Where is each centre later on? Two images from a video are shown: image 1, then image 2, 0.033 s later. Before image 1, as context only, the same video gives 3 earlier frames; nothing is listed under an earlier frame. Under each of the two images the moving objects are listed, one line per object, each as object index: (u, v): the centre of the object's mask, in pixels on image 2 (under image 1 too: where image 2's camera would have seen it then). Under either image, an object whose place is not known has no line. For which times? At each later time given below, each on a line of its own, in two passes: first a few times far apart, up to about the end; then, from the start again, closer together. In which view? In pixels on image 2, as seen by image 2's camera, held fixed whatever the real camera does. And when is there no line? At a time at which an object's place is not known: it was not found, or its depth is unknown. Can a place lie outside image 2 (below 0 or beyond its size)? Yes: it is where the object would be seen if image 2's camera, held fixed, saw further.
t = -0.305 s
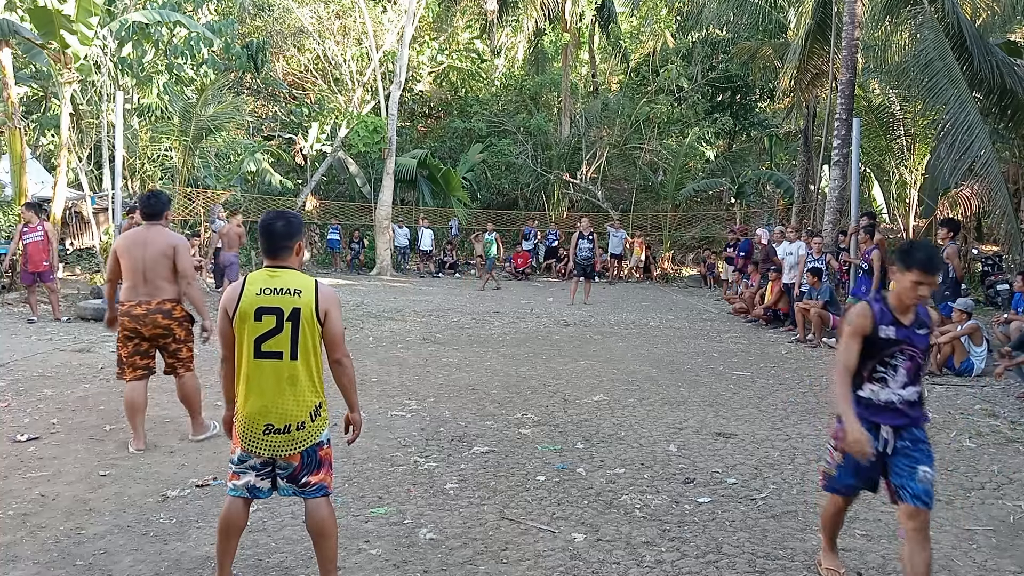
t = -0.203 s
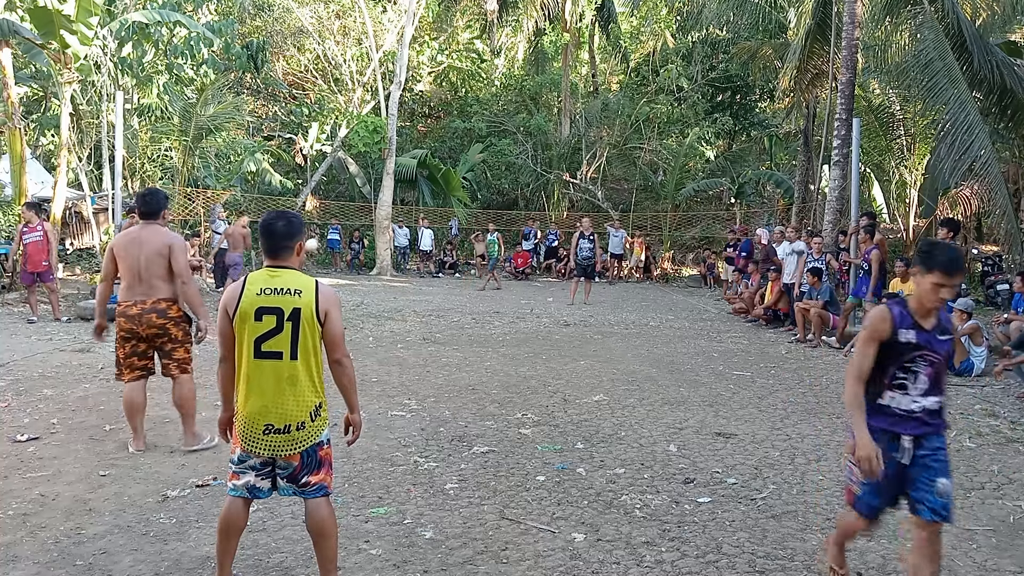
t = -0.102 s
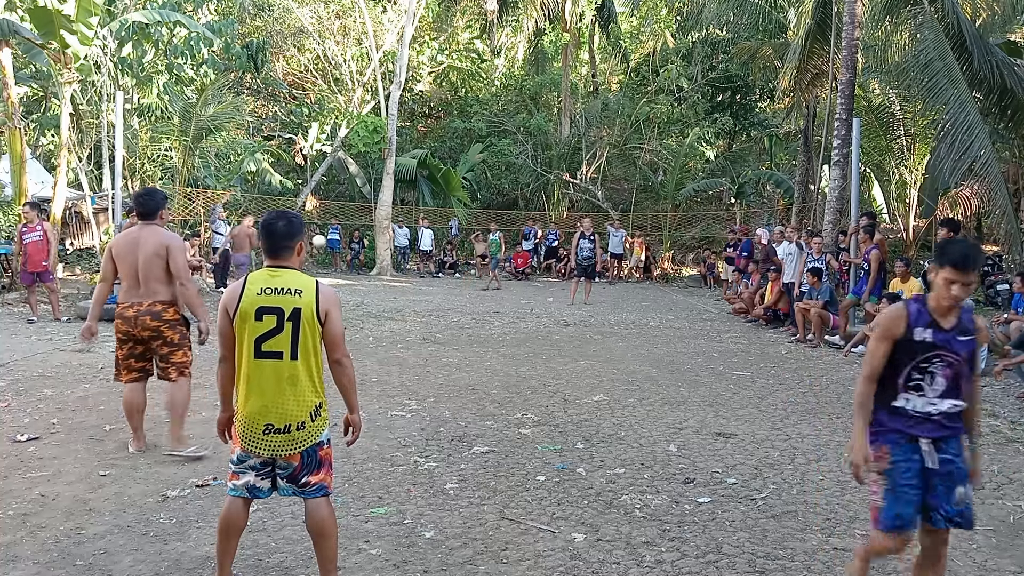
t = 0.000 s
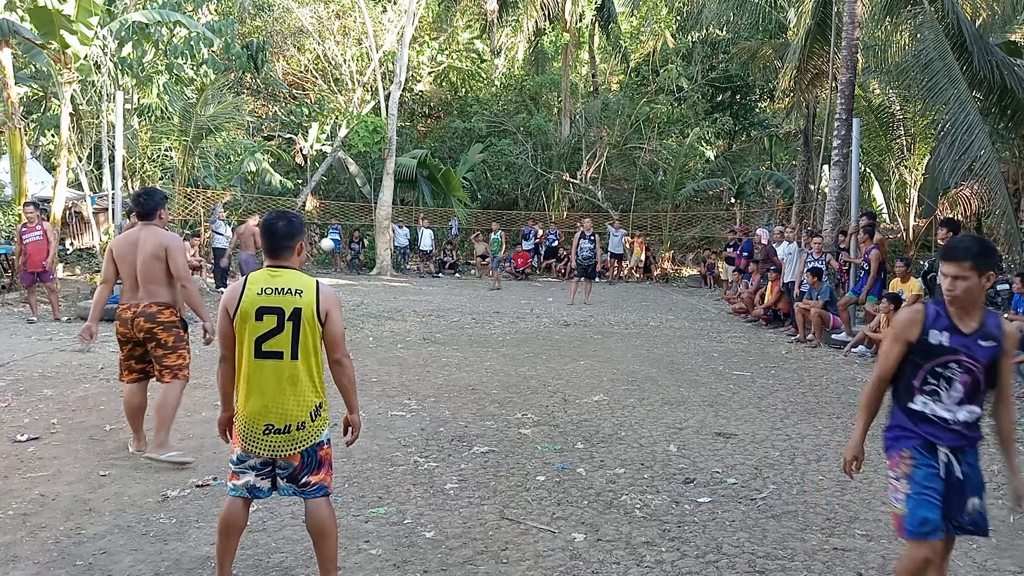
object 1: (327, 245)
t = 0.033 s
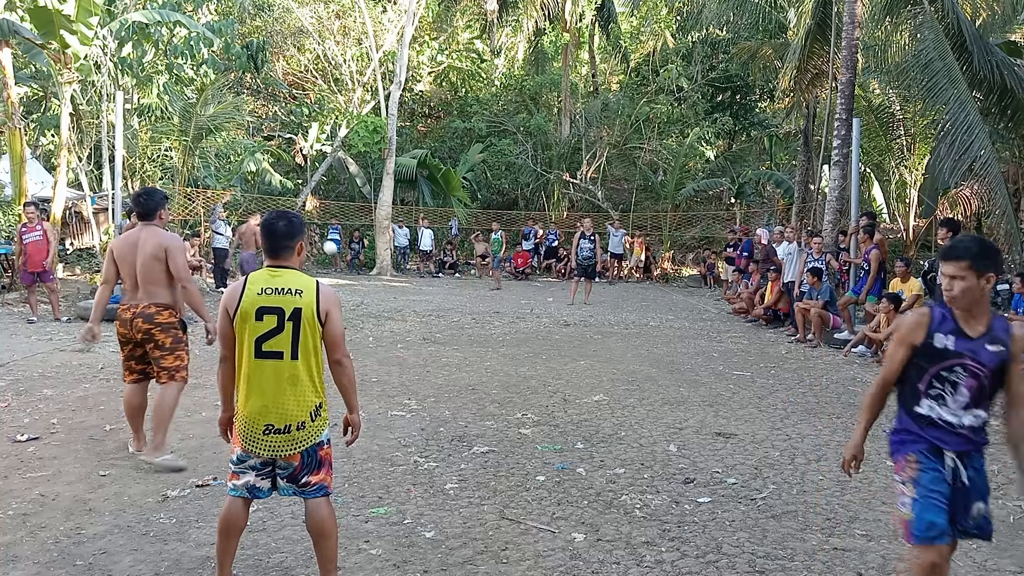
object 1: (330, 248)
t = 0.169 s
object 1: (341, 269)
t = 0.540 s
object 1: (378, 311)
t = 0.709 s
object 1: (397, 291)
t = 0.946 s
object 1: (427, 304)
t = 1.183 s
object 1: (462, 388)
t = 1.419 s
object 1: (492, 334)
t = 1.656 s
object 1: (523, 326)
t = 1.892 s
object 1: (562, 400)
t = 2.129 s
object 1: (616, 431)
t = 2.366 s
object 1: (690, 427)
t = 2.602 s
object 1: (786, 547)
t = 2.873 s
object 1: (877, 501)
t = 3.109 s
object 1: (971, 550)
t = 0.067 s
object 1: (333, 251)
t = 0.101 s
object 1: (336, 257)
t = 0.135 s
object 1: (339, 263)
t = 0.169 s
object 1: (341, 269)
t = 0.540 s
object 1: (378, 311)
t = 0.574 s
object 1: (382, 306)
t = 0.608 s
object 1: (385, 300)
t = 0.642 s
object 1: (389, 296)
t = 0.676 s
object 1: (393, 293)
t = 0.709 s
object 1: (397, 291)
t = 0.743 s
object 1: (401, 290)
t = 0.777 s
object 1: (405, 289)
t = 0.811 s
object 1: (409, 290)
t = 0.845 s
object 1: (413, 292)
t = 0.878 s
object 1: (418, 295)
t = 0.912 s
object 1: (422, 299)
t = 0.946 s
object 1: (427, 304)
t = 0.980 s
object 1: (432, 314)
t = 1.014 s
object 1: (436, 321)
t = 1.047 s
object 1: (442, 333)
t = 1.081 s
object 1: (446, 343)
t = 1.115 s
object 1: (452, 357)
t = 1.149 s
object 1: (457, 371)
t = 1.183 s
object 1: (462, 388)
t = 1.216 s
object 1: (467, 392)
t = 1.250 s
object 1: (471, 378)
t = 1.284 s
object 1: (475, 367)
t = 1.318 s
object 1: (479, 357)
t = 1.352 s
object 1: (484, 348)
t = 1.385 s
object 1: (487, 341)
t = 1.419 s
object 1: (492, 334)
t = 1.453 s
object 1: (497, 329)
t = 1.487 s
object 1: (500, 325)
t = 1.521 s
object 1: (505, 323)
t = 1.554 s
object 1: (509, 321)
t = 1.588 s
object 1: (514, 321)
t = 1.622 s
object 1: (519, 323)
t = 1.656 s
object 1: (523, 326)
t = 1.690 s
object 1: (529, 331)
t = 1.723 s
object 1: (534, 339)
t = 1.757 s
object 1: (539, 347)
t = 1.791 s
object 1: (544, 358)
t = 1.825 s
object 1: (550, 370)
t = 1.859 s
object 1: (556, 386)
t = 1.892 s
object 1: (562, 400)
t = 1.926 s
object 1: (567, 422)
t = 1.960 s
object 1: (574, 445)
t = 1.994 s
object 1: (581, 466)
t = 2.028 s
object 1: (588, 461)
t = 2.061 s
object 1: (598, 450)
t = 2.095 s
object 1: (606, 439)
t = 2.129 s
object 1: (616, 431)
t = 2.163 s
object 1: (625, 425)
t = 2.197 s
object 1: (635, 420)
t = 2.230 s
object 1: (645, 418)
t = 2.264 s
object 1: (654, 418)
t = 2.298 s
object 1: (667, 419)
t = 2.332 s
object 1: (678, 421)
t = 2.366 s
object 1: (690, 427)
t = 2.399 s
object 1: (701, 433)
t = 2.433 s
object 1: (714, 445)
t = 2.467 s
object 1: (728, 460)
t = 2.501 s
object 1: (742, 476)
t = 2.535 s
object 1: (756, 495)
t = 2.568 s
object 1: (770, 518)
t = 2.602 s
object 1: (786, 547)
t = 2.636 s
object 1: (797, 565)
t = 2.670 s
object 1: (813, 562)
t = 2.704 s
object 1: (823, 551)
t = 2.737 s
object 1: (833, 536)
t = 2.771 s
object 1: (843, 524)
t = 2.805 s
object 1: (855, 514)
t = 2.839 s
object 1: (866, 507)
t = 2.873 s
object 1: (877, 501)
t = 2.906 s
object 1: (889, 497)
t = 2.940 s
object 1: (902, 497)
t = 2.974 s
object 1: (914, 500)
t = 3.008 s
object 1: (929, 508)
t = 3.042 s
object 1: (943, 520)
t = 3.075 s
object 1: (954, 530)
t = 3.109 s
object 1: (971, 550)
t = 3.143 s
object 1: (982, 559)
